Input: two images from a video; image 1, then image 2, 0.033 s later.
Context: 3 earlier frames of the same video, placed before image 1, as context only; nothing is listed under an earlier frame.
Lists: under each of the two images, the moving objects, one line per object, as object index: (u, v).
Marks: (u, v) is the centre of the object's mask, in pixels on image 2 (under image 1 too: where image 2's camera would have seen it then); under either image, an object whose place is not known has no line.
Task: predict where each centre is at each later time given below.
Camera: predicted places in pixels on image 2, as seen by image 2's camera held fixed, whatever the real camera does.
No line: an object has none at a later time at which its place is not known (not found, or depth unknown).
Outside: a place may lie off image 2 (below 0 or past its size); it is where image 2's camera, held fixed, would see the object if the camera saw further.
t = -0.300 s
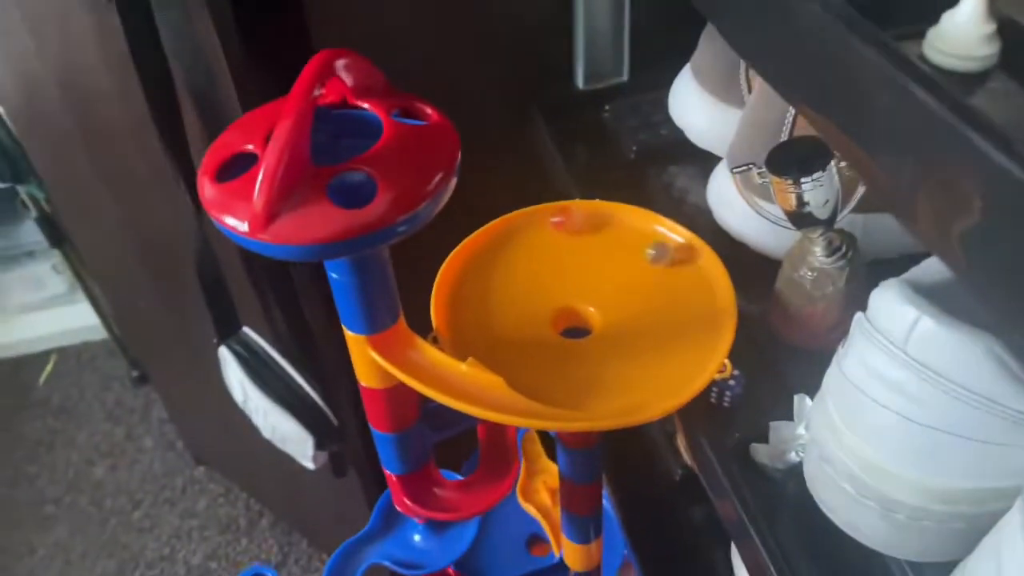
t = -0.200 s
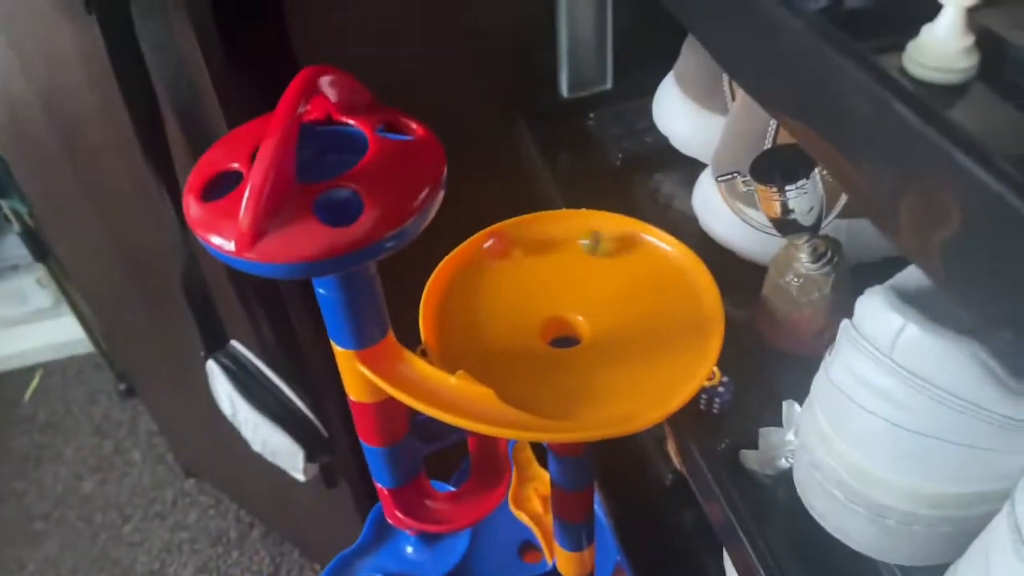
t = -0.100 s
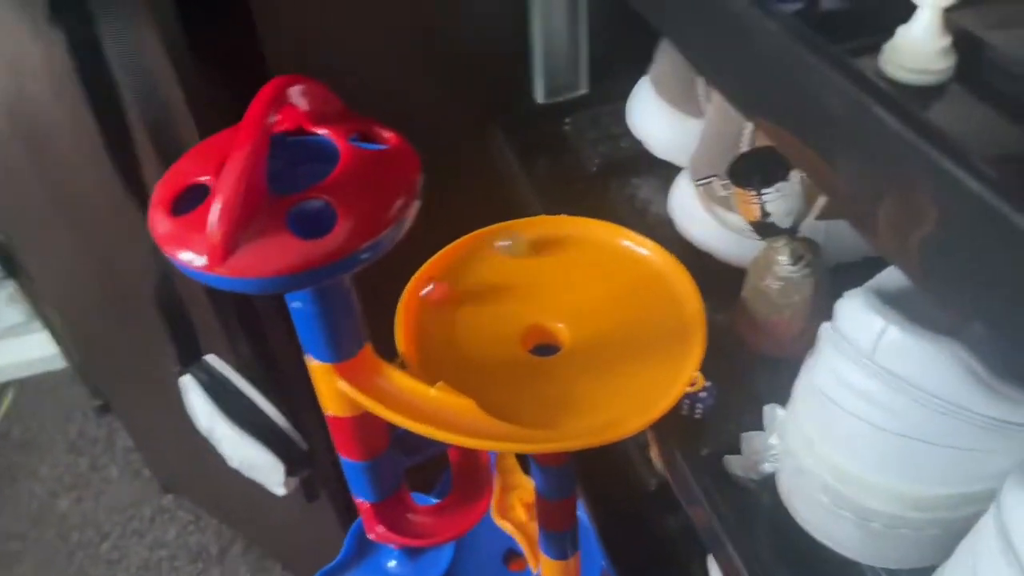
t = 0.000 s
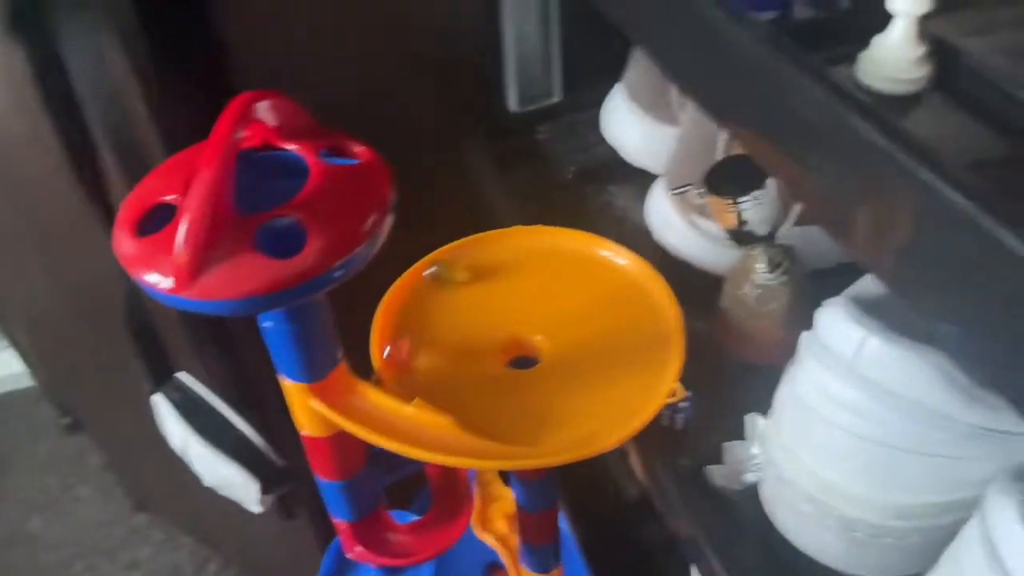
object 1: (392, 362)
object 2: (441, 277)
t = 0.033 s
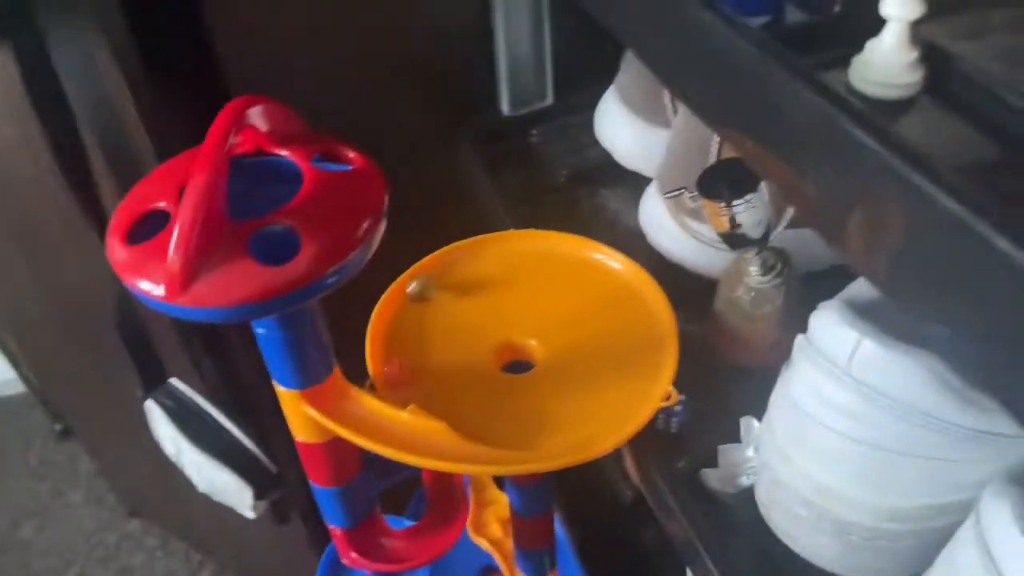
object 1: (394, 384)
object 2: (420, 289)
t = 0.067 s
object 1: (403, 391)
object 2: (412, 301)
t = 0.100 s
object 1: (424, 402)
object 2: (404, 313)
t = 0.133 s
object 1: (440, 412)
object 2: (397, 331)
